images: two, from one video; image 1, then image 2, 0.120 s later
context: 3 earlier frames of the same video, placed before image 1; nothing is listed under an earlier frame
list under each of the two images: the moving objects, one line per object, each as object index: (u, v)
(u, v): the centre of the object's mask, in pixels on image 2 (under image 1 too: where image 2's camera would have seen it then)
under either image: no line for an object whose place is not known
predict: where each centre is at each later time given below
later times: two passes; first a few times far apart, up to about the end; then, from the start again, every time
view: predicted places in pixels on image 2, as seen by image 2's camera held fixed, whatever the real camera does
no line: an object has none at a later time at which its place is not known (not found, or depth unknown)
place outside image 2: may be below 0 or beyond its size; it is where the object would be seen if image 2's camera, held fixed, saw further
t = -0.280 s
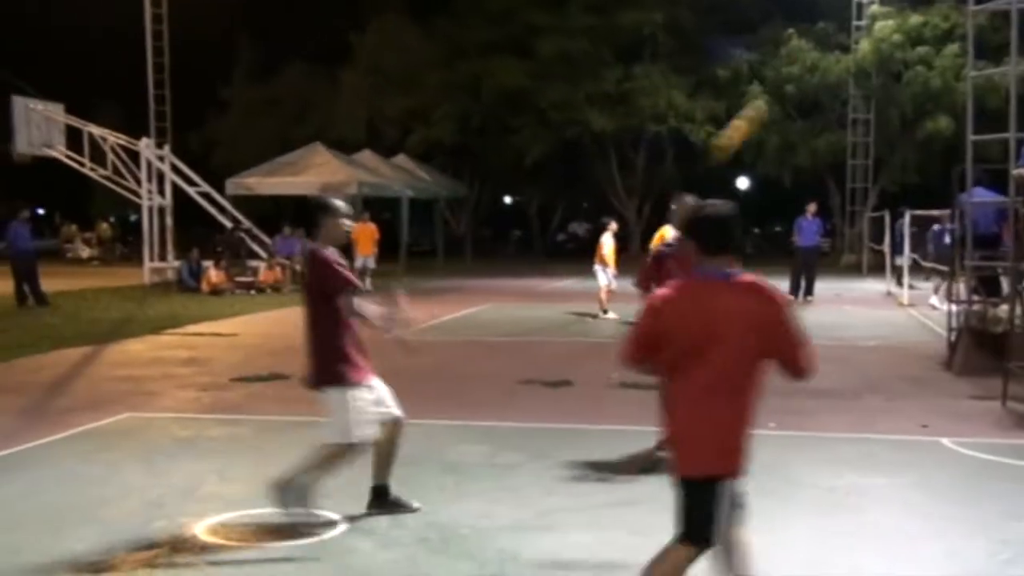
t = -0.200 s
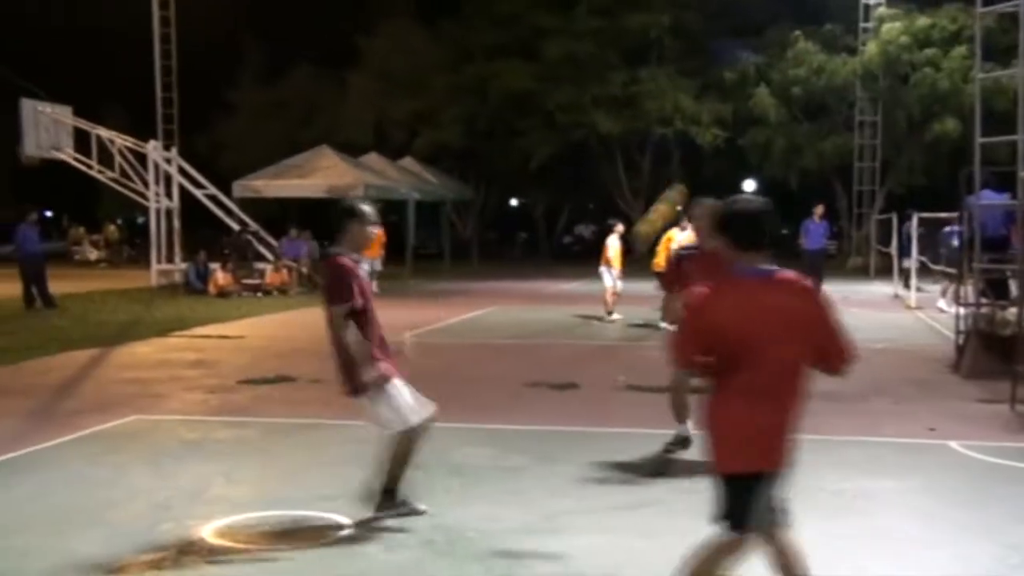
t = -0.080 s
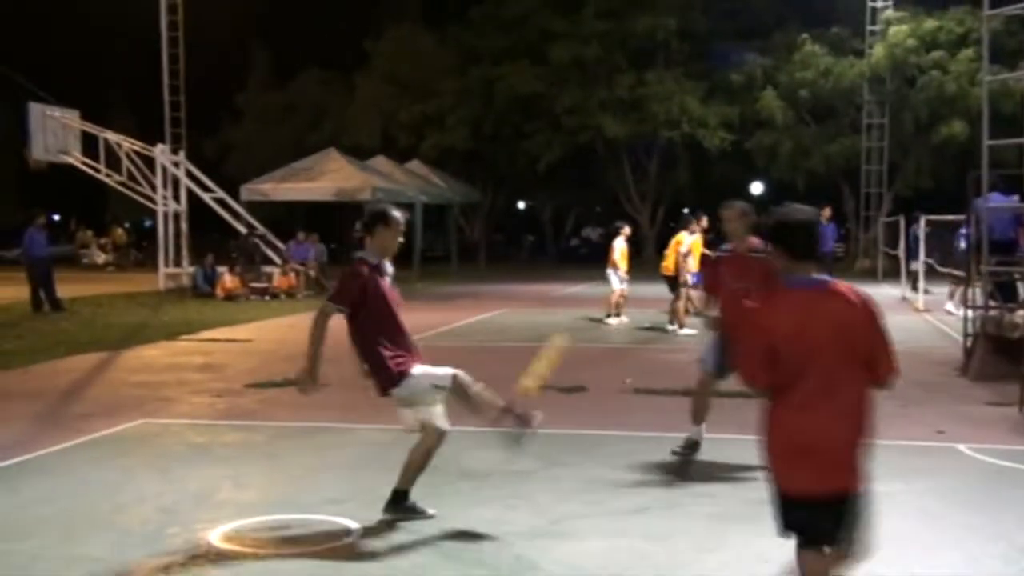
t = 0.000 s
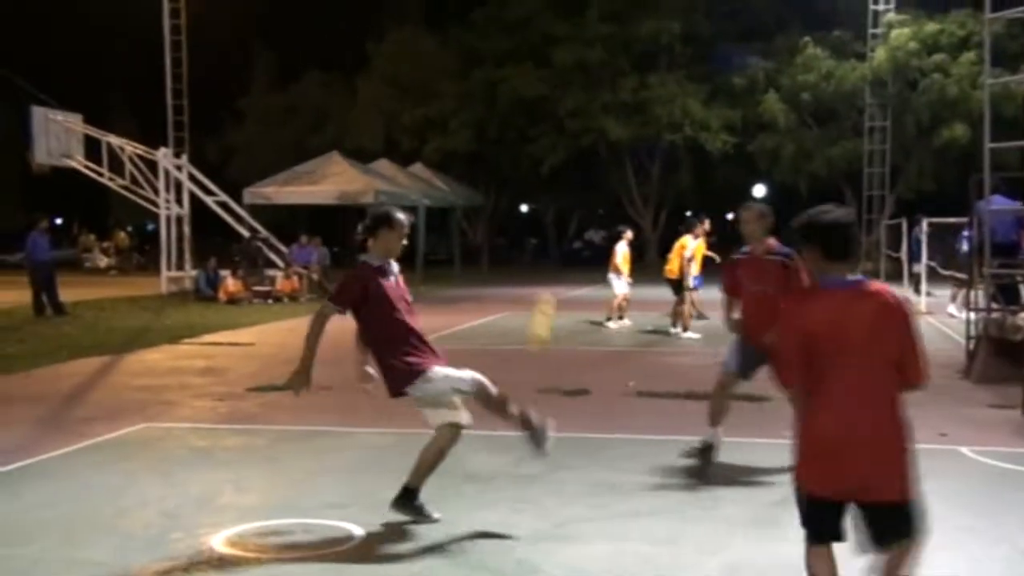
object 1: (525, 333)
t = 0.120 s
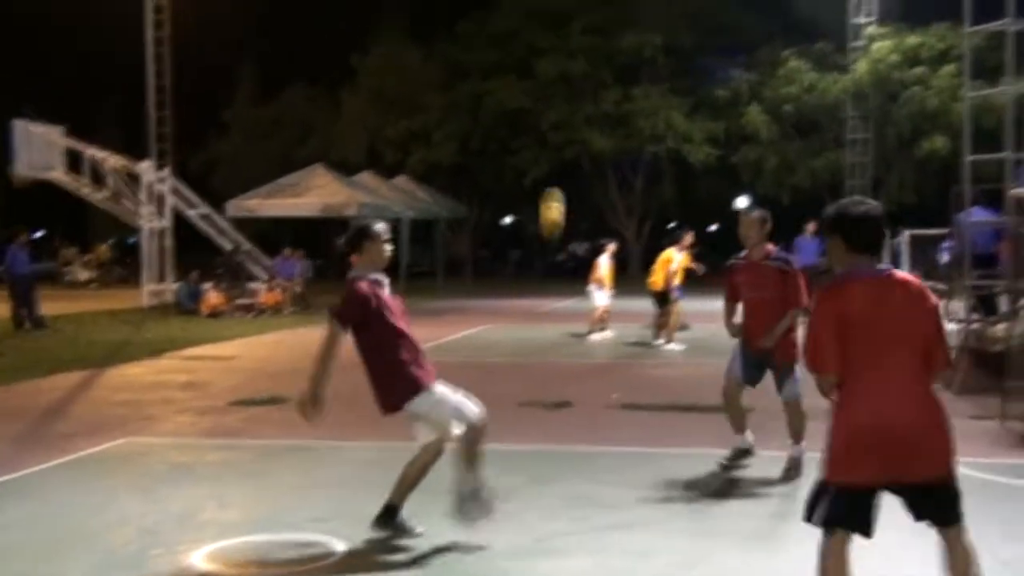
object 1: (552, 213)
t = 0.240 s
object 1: (579, 120)
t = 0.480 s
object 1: (632, 16)
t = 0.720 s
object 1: (682, 21)
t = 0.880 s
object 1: (720, 83)
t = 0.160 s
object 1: (561, 178)
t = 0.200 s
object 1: (569, 147)
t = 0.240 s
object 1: (579, 120)
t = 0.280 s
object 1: (588, 95)
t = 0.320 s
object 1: (597, 73)
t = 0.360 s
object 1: (605, 54)
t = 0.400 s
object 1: (614, 39)
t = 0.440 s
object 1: (623, 26)
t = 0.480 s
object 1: (632, 16)
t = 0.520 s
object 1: (640, 10)
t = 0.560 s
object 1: (649, 6)
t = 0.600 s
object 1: (657, 6)
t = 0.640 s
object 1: (666, 8)
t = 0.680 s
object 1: (674, 14)
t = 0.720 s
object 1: (682, 21)
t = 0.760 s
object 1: (691, 32)
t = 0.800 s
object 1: (702, 46)
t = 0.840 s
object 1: (709, 63)
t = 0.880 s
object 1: (720, 83)
